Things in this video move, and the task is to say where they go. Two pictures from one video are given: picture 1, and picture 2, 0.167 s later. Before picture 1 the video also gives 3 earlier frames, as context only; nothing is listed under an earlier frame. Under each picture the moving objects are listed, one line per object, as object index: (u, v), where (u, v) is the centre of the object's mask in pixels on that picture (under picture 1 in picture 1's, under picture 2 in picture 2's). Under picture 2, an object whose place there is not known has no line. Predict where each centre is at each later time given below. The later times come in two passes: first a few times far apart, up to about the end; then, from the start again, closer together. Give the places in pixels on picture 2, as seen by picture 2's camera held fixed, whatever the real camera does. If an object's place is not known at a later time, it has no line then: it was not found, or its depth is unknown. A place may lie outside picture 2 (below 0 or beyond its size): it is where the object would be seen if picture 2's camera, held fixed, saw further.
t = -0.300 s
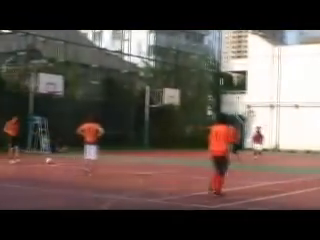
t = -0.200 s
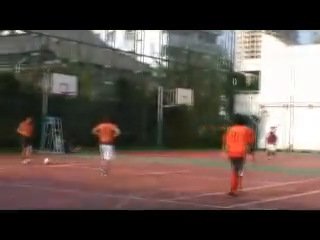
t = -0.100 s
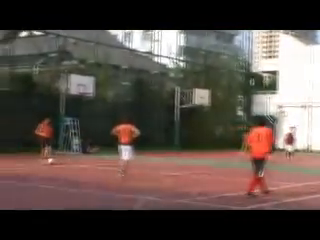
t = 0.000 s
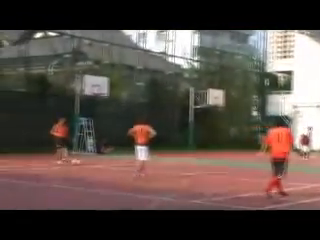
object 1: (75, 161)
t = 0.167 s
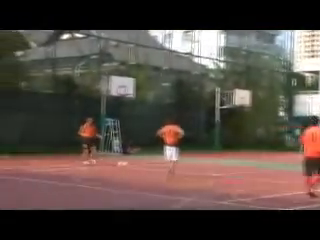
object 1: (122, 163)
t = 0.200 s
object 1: (125, 164)
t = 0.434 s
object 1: (146, 165)
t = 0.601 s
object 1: (161, 167)
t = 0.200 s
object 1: (125, 164)
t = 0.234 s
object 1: (127, 164)
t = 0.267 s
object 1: (131, 164)
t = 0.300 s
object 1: (134, 164)
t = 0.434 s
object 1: (146, 165)
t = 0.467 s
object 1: (149, 166)
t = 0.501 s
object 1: (152, 166)
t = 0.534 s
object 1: (155, 167)
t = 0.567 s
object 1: (158, 167)
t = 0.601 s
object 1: (161, 167)
